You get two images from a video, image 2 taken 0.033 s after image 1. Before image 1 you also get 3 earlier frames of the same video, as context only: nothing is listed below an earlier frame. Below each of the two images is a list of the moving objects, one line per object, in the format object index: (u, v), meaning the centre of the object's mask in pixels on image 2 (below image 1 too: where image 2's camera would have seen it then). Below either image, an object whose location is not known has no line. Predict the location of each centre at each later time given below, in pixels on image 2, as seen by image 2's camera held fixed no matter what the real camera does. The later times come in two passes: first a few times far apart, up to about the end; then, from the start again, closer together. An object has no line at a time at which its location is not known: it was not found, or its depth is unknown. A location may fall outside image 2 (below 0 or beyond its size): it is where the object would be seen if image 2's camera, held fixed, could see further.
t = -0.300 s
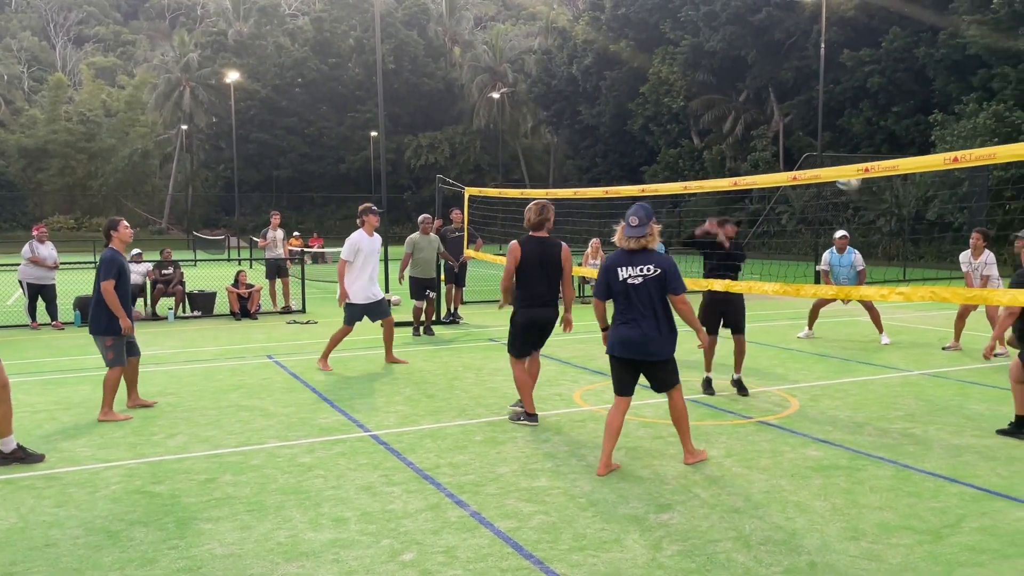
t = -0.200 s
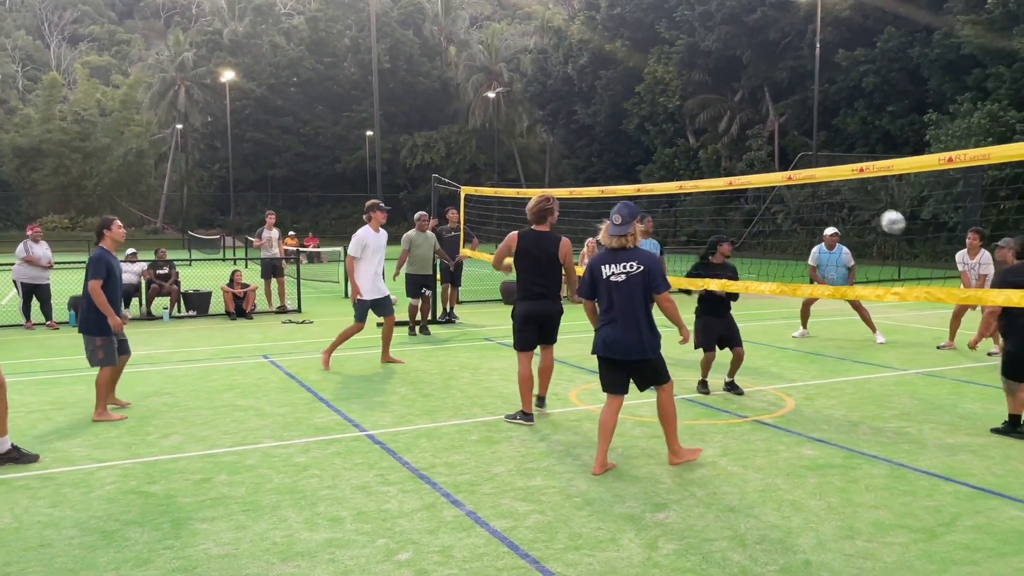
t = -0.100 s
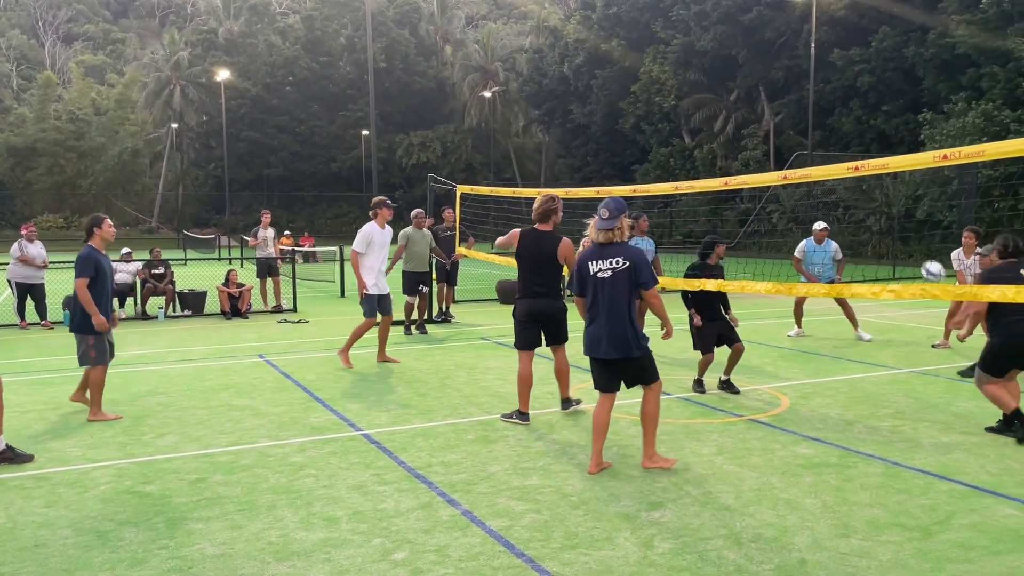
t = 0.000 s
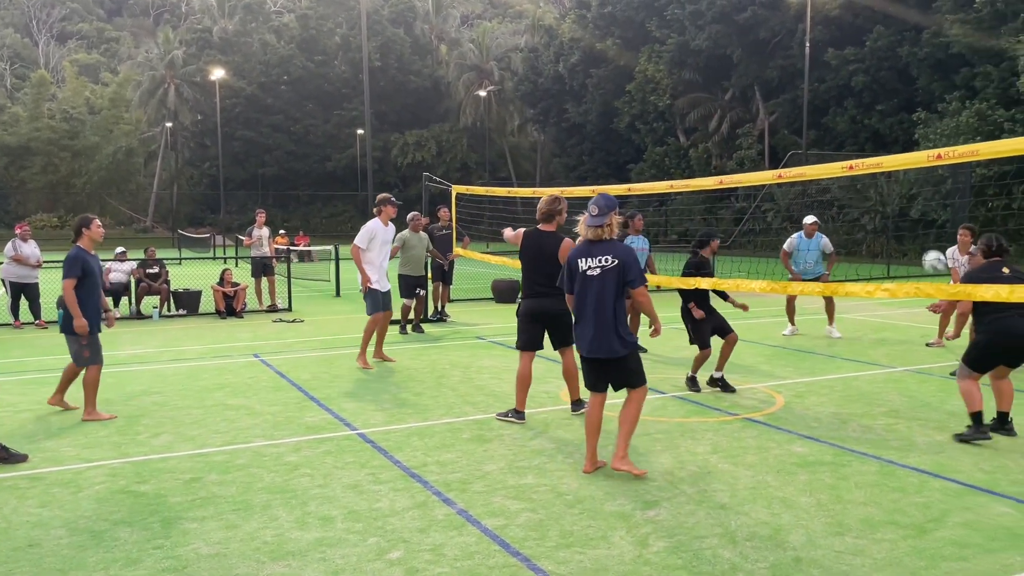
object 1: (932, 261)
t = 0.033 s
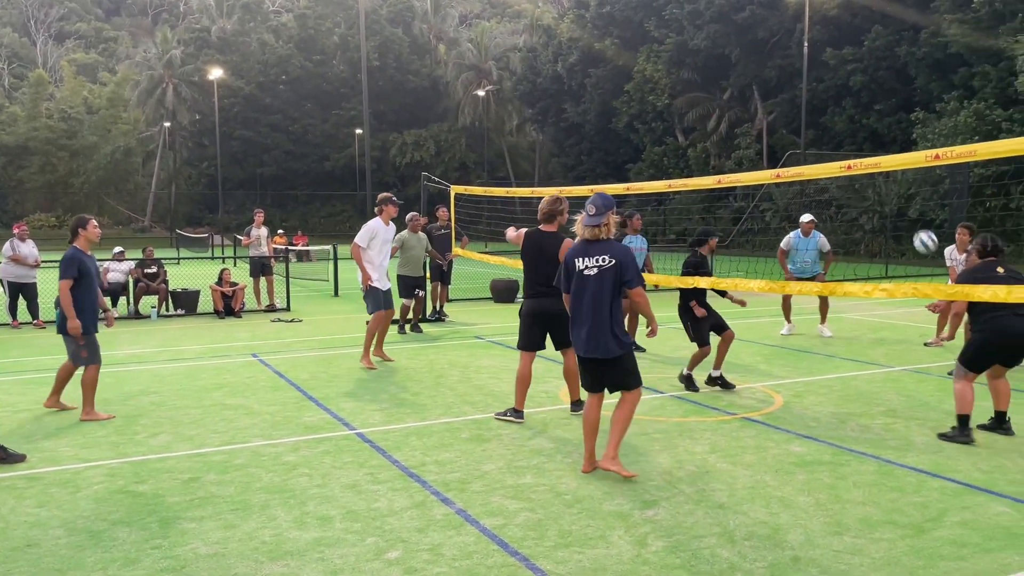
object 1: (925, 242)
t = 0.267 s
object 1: (875, 133)
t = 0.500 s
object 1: (824, 76)
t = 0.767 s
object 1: (764, 77)
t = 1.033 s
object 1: (704, 148)
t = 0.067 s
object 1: (918, 223)
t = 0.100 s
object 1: (912, 206)
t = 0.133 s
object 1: (904, 189)
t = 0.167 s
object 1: (898, 177)
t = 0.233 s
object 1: (883, 145)
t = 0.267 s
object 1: (875, 133)
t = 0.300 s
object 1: (868, 121)
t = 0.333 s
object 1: (861, 111)
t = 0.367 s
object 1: (854, 102)
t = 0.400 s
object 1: (846, 94)
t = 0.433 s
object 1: (839, 87)
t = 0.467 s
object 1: (832, 81)
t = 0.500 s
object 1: (824, 76)
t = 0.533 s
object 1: (817, 72)
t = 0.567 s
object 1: (810, 70)
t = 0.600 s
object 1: (802, 69)
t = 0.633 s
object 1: (795, 68)
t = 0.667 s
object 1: (787, 69)
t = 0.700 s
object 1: (779, 71)
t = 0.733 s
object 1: (771, 73)
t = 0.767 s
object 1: (764, 77)
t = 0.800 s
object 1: (757, 82)
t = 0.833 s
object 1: (750, 89)
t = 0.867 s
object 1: (742, 96)
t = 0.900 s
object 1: (734, 105)
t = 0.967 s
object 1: (719, 124)
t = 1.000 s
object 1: (711, 135)
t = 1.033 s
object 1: (704, 148)
